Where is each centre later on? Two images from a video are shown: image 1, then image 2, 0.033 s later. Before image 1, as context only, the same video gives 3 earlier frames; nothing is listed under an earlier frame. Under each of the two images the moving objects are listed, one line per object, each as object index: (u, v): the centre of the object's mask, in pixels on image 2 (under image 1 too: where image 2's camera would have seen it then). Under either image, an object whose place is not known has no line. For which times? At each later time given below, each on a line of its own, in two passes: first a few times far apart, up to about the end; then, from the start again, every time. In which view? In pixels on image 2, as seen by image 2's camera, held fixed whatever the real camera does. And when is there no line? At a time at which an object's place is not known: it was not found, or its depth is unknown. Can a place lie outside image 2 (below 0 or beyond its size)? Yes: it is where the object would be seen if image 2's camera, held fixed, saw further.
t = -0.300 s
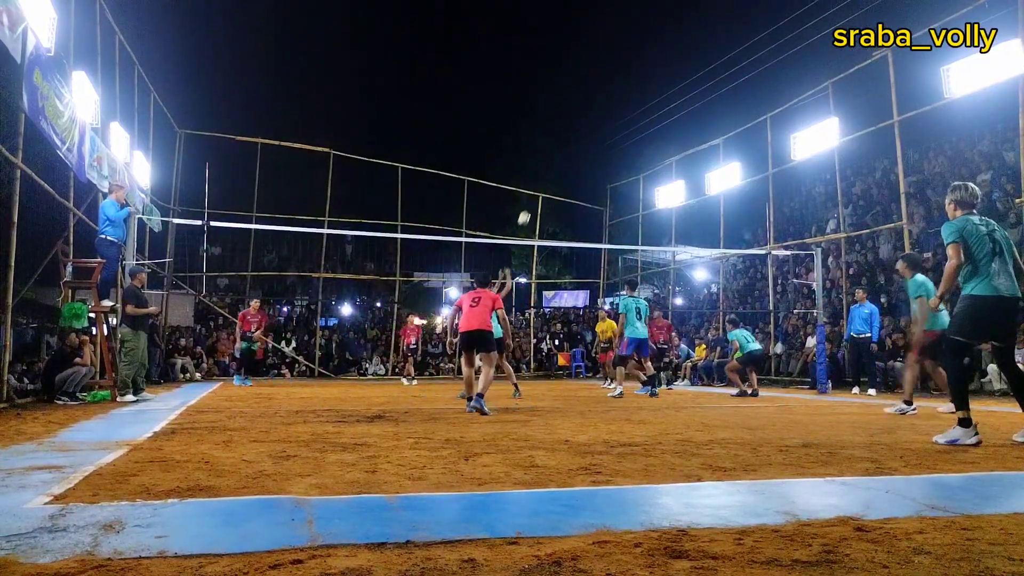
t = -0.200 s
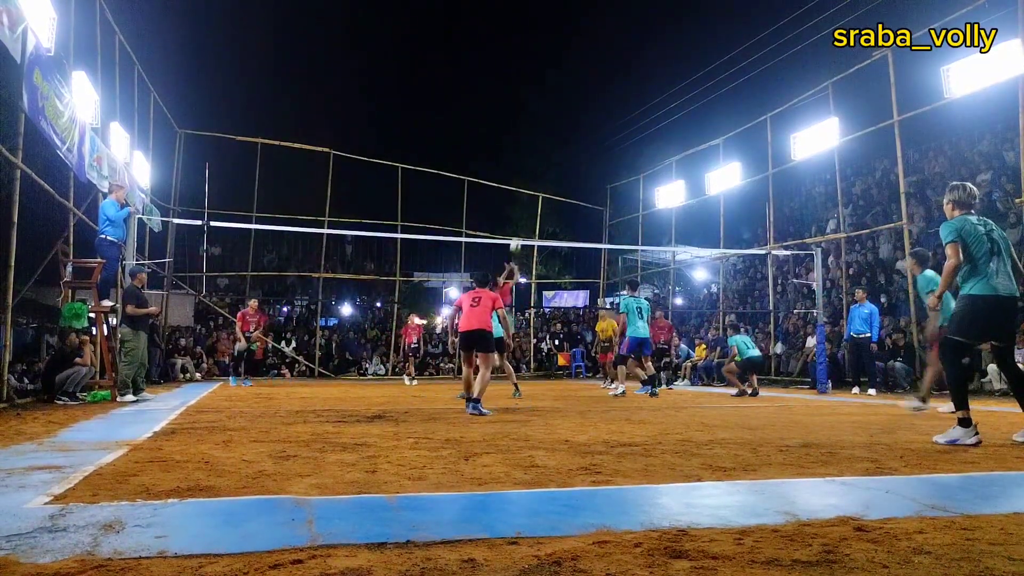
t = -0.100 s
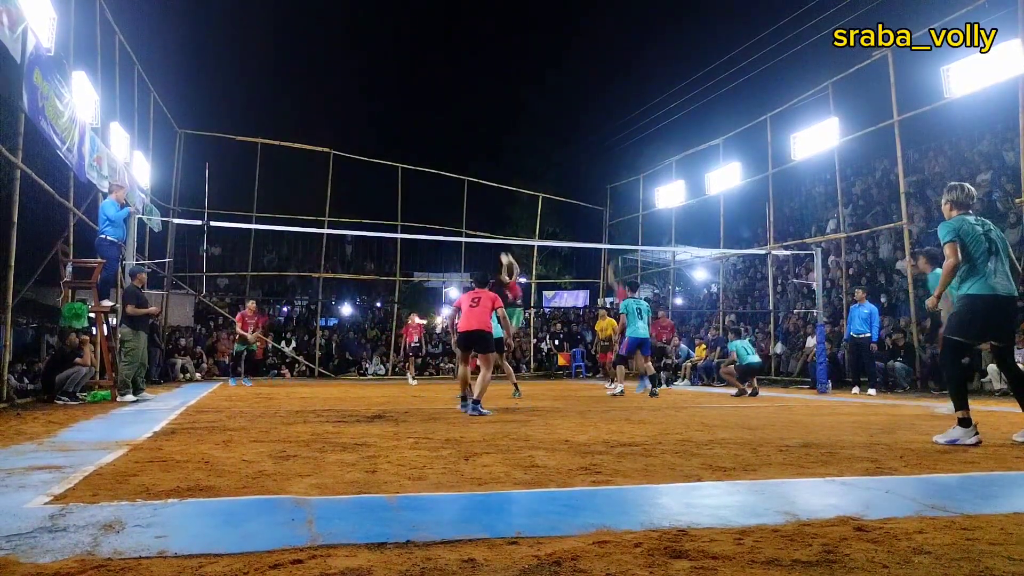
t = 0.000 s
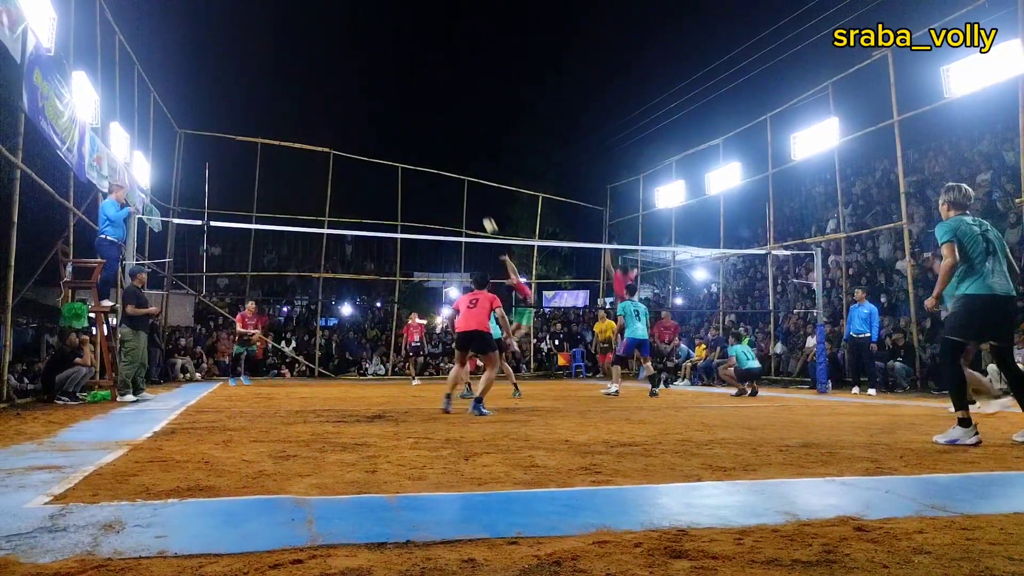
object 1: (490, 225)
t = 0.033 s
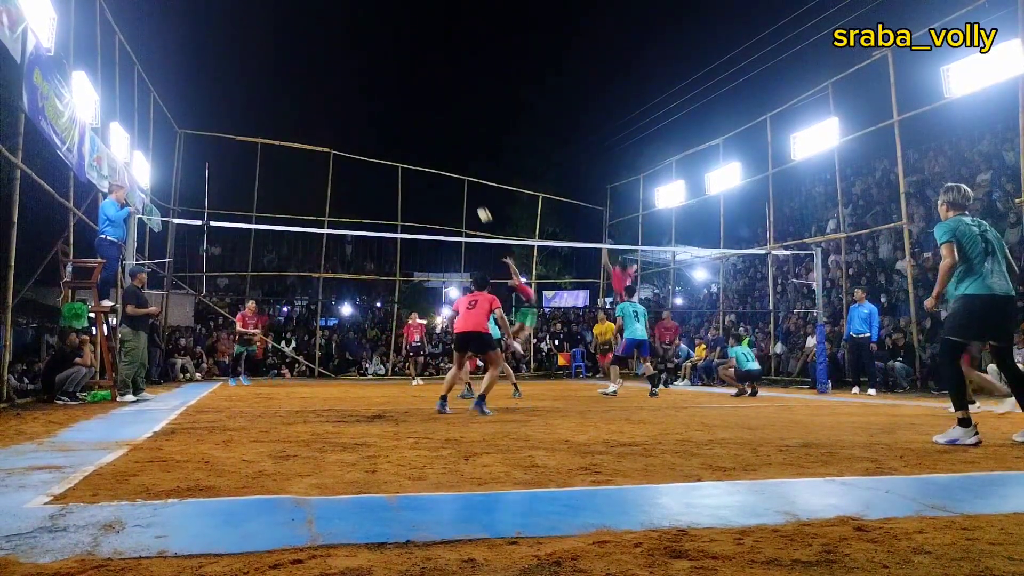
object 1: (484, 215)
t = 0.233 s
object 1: (450, 162)
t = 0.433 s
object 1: (415, 131)
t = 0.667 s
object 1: (374, 122)
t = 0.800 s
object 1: (351, 130)
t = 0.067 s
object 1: (478, 205)
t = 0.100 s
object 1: (473, 195)
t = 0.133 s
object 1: (467, 186)
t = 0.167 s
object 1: (461, 178)
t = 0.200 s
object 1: (456, 170)
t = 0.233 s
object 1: (450, 162)
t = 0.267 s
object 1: (444, 156)
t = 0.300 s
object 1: (438, 150)
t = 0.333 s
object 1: (433, 144)
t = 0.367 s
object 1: (427, 139)
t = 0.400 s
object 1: (421, 135)
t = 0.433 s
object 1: (415, 131)
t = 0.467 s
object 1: (409, 128)
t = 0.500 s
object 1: (403, 126)
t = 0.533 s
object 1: (398, 124)
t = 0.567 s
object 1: (392, 122)
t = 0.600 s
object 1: (386, 122)
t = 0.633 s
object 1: (380, 122)
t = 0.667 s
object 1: (374, 122)
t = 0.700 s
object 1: (369, 123)
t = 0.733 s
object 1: (363, 125)
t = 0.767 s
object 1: (356, 127)
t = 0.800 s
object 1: (351, 130)
